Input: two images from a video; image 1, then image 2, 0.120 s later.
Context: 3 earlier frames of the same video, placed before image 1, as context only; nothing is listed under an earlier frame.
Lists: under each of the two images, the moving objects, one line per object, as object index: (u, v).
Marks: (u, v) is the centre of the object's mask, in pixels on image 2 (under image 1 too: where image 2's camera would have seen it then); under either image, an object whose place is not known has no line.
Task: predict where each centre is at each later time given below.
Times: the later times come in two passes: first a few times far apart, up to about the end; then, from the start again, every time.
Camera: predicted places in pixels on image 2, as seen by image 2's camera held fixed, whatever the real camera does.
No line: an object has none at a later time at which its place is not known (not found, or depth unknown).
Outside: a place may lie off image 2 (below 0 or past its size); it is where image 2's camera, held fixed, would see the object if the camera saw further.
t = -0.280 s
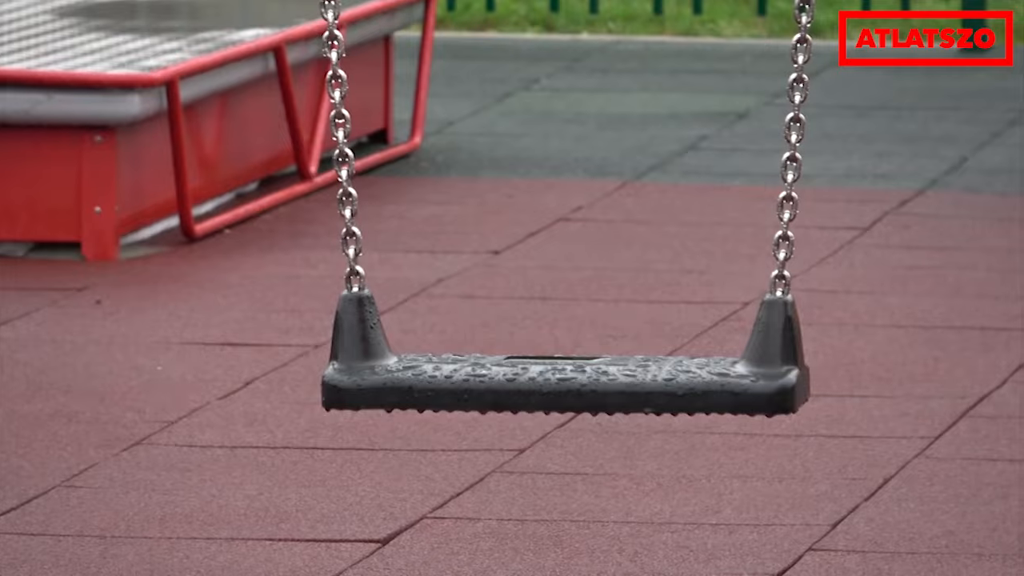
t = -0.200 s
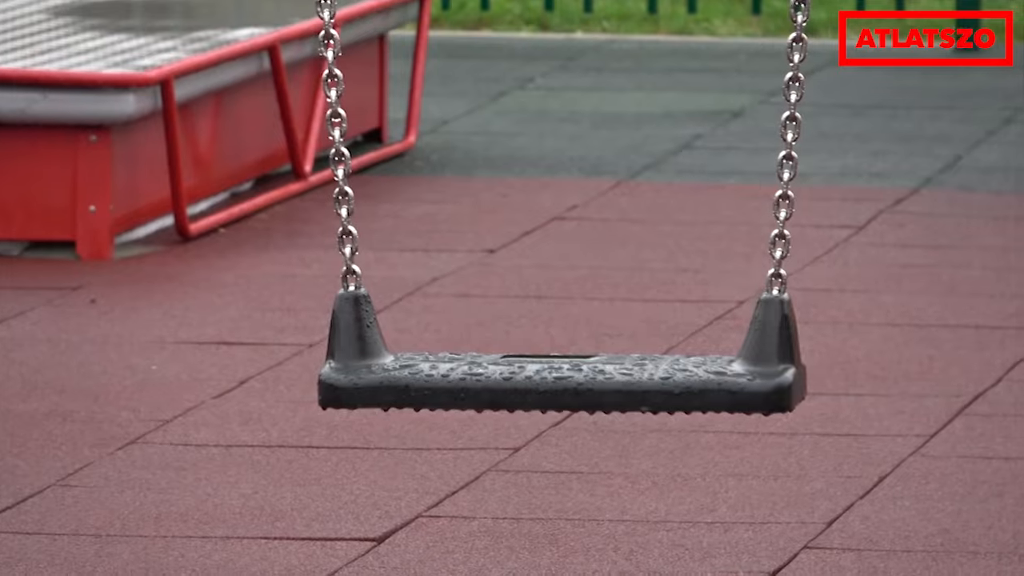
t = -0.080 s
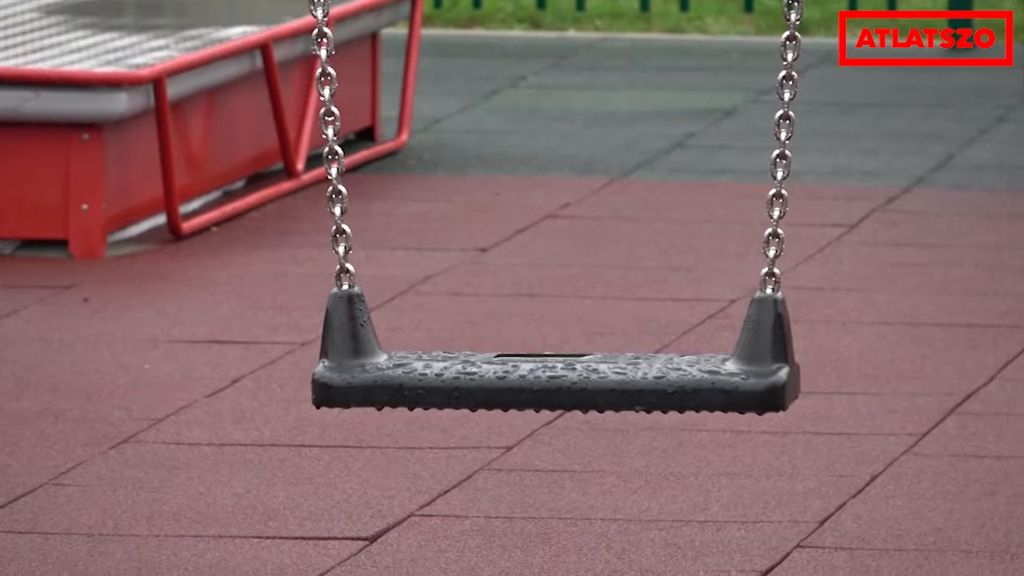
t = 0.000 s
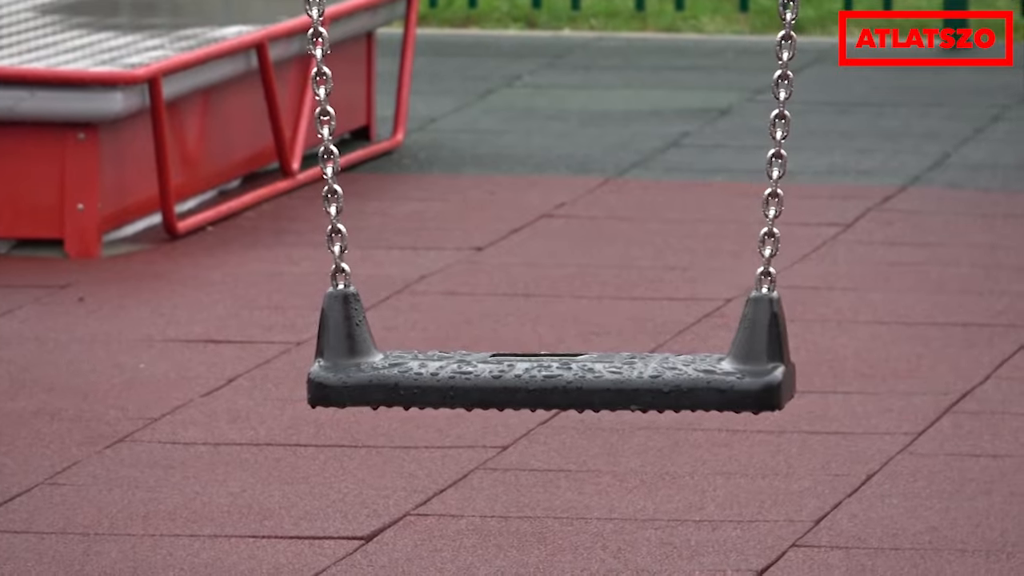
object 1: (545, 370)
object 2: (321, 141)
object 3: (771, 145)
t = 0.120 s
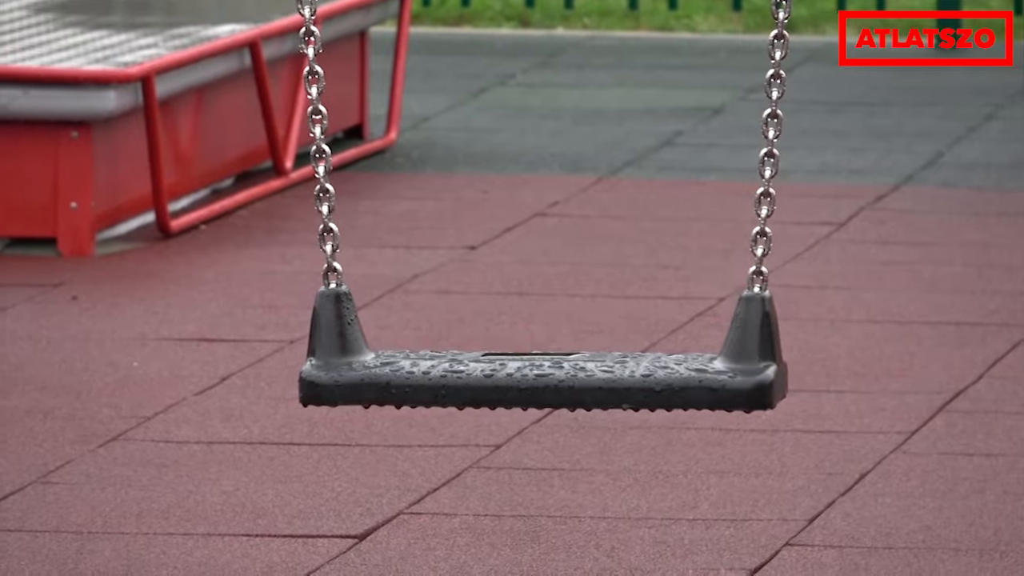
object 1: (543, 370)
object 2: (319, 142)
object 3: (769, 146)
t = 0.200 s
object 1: (541, 371)
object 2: (317, 142)
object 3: (767, 146)
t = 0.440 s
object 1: (532, 372)
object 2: (310, 143)
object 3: (760, 146)
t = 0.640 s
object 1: (524, 371)
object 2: (302, 144)
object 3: (752, 147)
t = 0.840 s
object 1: (517, 371)
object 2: (295, 144)
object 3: (746, 146)
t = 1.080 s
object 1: (514, 371)
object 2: (292, 143)
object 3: (742, 146)
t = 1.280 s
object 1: (517, 371)
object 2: (293, 143)
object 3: (744, 144)
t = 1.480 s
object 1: (522, 371)
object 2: (298, 139)
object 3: (749, 142)
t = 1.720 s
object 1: (530, 370)
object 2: (306, 138)
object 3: (757, 141)
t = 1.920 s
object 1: (538, 370)
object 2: (313, 137)
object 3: (763, 140)
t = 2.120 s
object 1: (542, 370)
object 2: (317, 136)
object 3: (768, 140)
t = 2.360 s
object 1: (541, 370)
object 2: (316, 137)
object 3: (767, 142)
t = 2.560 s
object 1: (536, 371)
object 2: (312, 137)
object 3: (763, 141)
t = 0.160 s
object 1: (542, 370)
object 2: (318, 143)
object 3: (768, 146)
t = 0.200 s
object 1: (541, 371)
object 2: (317, 142)
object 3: (767, 146)
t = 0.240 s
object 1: (541, 370)
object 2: (317, 142)
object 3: (767, 145)
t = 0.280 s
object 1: (538, 371)
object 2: (314, 143)
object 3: (765, 146)
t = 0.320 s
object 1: (537, 370)
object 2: (314, 141)
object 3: (764, 144)
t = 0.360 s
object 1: (535, 371)
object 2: (312, 142)
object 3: (763, 146)
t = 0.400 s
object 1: (534, 371)
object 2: (312, 142)
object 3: (762, 146)
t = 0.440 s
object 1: (532, 372)
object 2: (310, 143)
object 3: (760, 146)
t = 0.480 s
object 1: (531, 371)
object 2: (308, 143)
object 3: (758, 147)
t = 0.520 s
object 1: (528, 372)
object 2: (306, 145)
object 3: (756, 147)
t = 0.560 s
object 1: (527, 371)
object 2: (305, 144)
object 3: (755, 146)
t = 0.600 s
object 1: (525, 372)
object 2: (303, 145)
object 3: (753, 148)
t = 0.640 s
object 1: (524, 371)
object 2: (302, 144)
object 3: (752, 147)
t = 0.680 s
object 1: (522, 371)
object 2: (300, 143)
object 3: (750, 146)
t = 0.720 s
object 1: (521, 372)
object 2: (298, 144)
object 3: (749, 147)
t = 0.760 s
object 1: (520, 372)
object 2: (297, 144)
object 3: (748, 146)
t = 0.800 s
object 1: (519, 372)
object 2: (296, 145)
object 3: (747, 147)
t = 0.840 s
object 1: (517, 371)
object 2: (295, 144)
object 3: (746, 146)
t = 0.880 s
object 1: (516, 372)
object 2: (294, 145)
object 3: (744, 146)
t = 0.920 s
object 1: (516, 371)
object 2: (294, 145)
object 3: (744, 146)
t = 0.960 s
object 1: (514, 371)
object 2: (292, 144)
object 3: (743, 146)
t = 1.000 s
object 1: (514, 371)
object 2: (292, 143)
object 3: (742, 146)
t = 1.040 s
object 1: (514, 372)
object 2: (292, 145)
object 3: (742, 147)
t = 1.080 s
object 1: (514, 371)
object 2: (292, 143)
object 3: (742, 146)
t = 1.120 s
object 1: (514, 372)
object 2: (292, 144)
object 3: (742, 146)
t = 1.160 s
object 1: (515, 371)
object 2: (293, 144)
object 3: (743, 146)
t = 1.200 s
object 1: (515, 371)
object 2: (293, 144)
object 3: (743, 146)
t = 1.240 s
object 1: (516, 371)
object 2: (293, 143)
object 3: (743, 144)
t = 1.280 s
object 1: (517, 371)
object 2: (293, 143)
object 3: (744, 144)
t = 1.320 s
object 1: (518, 371)
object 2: (294, 142)
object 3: (744, 143)
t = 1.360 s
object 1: (519, 371)
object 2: (295, 141)
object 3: (746, 143)
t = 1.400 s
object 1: (520, 371)
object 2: (296, 140)
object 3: (747, 142)
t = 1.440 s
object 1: (521, 371)
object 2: (298, 140)
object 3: (748, 143)
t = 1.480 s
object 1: (522, 371)
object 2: (298, 139)
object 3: (749, 142)
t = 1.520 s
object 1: (523, 371)
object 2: (300, 140)
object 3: (751, 143)
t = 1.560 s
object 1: (525, 371)
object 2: (301, 140)
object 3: (752, 143)
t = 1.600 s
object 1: (527, 370)
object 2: (303, 140)
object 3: (754, 143)
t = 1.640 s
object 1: (528, 370)
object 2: (304, 139)
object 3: (754, 142)
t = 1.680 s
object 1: (529, 369)
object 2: (305, 138)
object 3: (756, 140)
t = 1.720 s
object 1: (530, 370)
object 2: (306, 138)
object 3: (757, 141)
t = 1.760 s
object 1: (532, 370)
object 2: (309, 138)
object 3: (759, 141)
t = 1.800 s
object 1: (534, 370)
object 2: (310, 139)
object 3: (760, 141)
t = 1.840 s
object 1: (536, 370)
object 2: (312, 138)
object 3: (762, 141)
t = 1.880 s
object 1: (537, 370)
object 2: (312, 137)
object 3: (763, 141)
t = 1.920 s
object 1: (538, 370)
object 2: (313, 137)
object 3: (763, 140)
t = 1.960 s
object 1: (539, 370)
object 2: (314, 137)
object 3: (764, 141)
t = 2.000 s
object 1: (540, 370)
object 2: (315, 136)
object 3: (765, 140)
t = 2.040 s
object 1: (541, 370)
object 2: (316, 136)
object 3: (767, 140)
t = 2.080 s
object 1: (541, 370)
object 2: (317, 135)
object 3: (767, 140)
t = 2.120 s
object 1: (542, 370)
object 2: (317, 136)
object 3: (768, 140)
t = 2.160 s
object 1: (542, 370)
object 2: (317, 135)
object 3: (768, 139)
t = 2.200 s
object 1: (542, 370)
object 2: (317, 136)
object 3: (768, 140)
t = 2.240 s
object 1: (542, 371)
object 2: (317, 137)
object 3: (768, 141)
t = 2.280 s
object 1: (542, 370)
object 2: (317, 136)
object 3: (768, 141)
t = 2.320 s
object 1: (541, 370)
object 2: (316, 136)
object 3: (767, 141)
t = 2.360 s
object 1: (541, 370)
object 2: (316, 137)
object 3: (767, 142)
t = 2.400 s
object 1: (540, 370)
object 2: (315, 137)
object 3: (766, 141)
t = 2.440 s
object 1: (539, 370)
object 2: (315, 137)
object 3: (766, 142)
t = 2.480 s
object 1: (538, 371)
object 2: (314, 137)
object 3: (765, 142)
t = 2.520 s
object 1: (537, 370)
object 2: (313, 138)
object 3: (764, 142)
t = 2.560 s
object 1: (536, 371)
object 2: (312, 137)
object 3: (763, 141)
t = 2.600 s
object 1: (534, 371)
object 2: (310, 138)
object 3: (761, 142)
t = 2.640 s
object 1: (533, 371)
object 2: (310, 138)
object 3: (760, 142)
